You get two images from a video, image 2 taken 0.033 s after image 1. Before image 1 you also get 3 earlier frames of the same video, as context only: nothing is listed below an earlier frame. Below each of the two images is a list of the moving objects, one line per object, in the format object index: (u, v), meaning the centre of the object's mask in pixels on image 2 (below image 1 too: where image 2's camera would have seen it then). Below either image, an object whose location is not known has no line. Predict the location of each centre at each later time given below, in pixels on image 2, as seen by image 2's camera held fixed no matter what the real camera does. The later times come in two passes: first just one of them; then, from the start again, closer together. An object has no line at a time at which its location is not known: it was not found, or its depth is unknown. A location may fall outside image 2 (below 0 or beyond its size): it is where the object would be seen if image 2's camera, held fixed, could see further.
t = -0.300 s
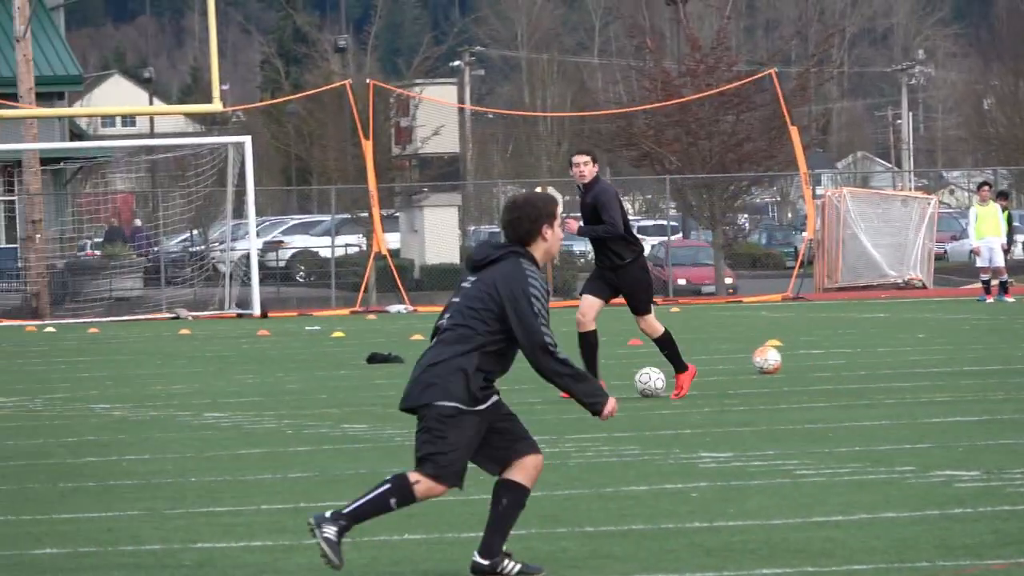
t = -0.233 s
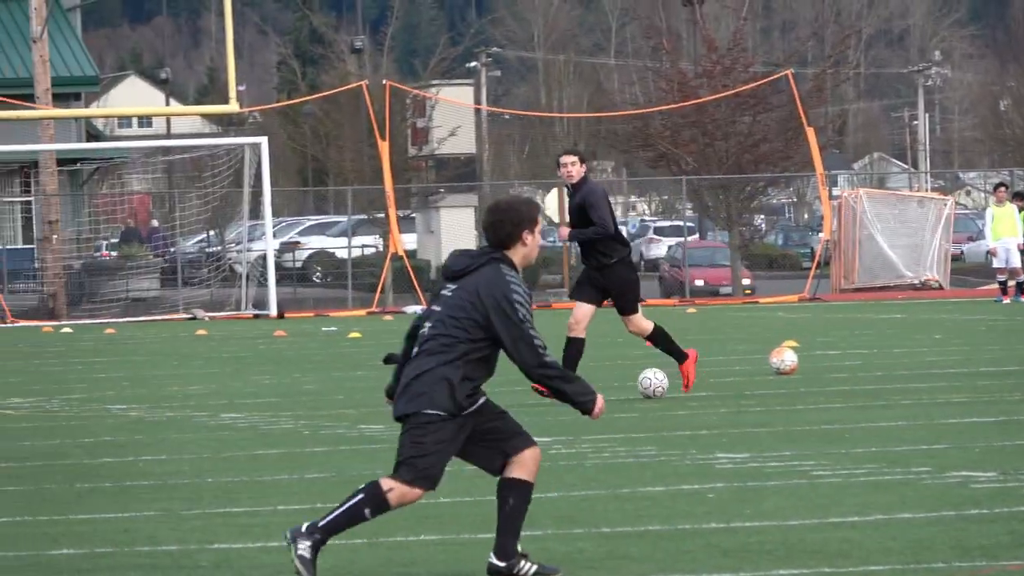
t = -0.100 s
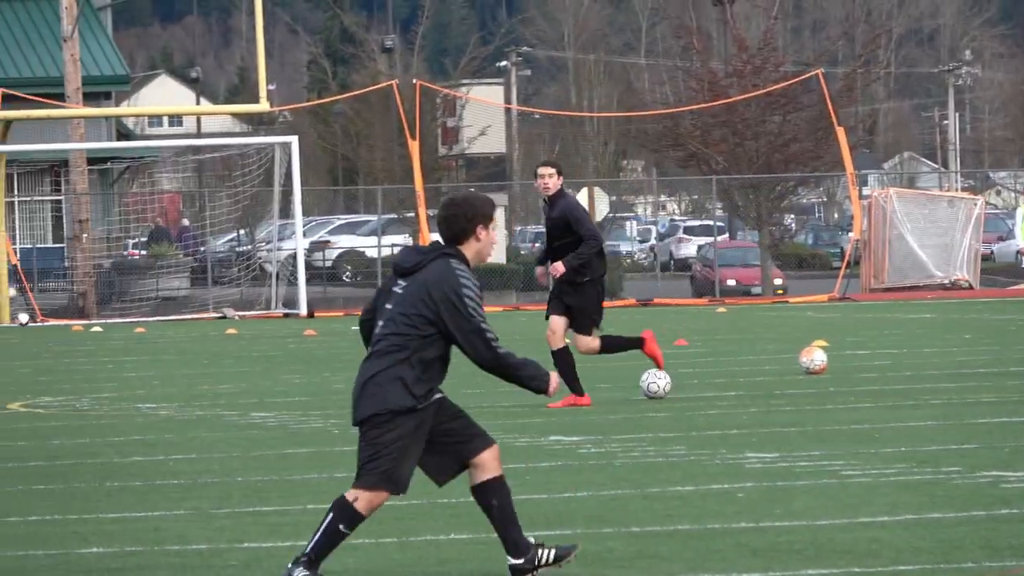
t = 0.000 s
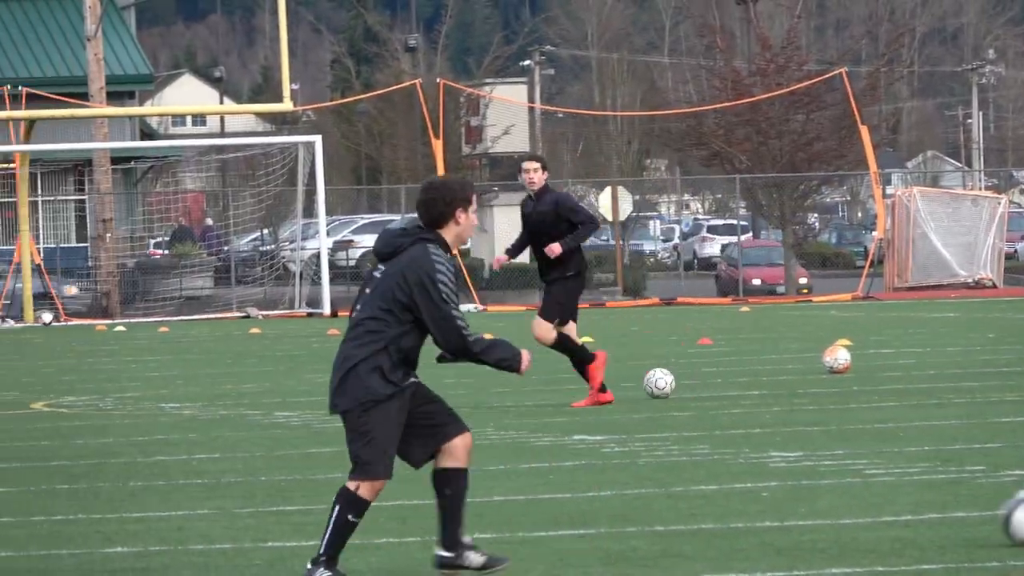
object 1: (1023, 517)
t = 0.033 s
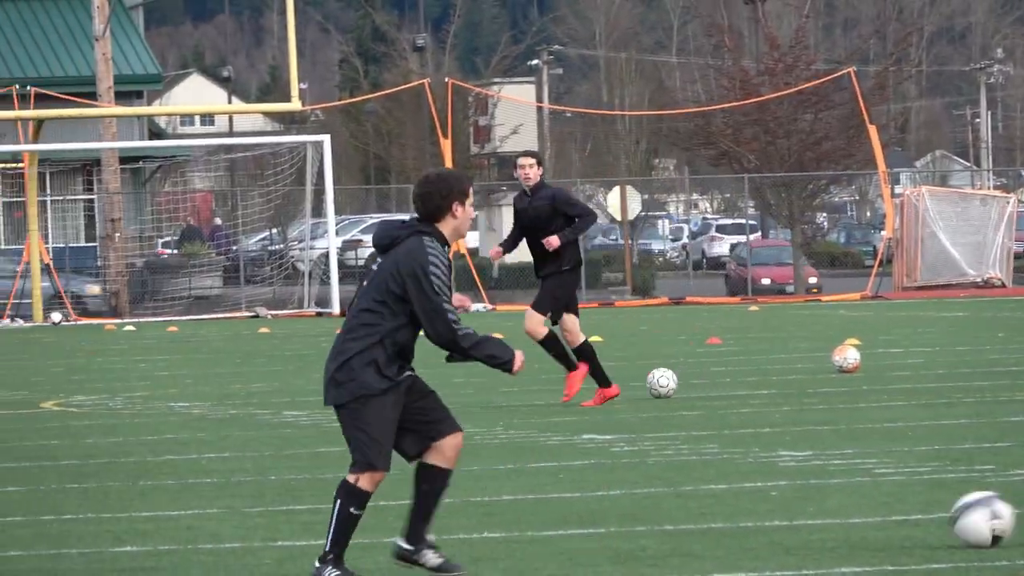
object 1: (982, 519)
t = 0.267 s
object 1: (563, 544)
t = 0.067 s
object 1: (924, 521)
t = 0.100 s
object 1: (862, 526)
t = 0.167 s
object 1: (744, 523)
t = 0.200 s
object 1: (684, 528)
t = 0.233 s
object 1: (625, 534)
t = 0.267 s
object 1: (563, 544)
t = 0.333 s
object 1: (442, 538)
